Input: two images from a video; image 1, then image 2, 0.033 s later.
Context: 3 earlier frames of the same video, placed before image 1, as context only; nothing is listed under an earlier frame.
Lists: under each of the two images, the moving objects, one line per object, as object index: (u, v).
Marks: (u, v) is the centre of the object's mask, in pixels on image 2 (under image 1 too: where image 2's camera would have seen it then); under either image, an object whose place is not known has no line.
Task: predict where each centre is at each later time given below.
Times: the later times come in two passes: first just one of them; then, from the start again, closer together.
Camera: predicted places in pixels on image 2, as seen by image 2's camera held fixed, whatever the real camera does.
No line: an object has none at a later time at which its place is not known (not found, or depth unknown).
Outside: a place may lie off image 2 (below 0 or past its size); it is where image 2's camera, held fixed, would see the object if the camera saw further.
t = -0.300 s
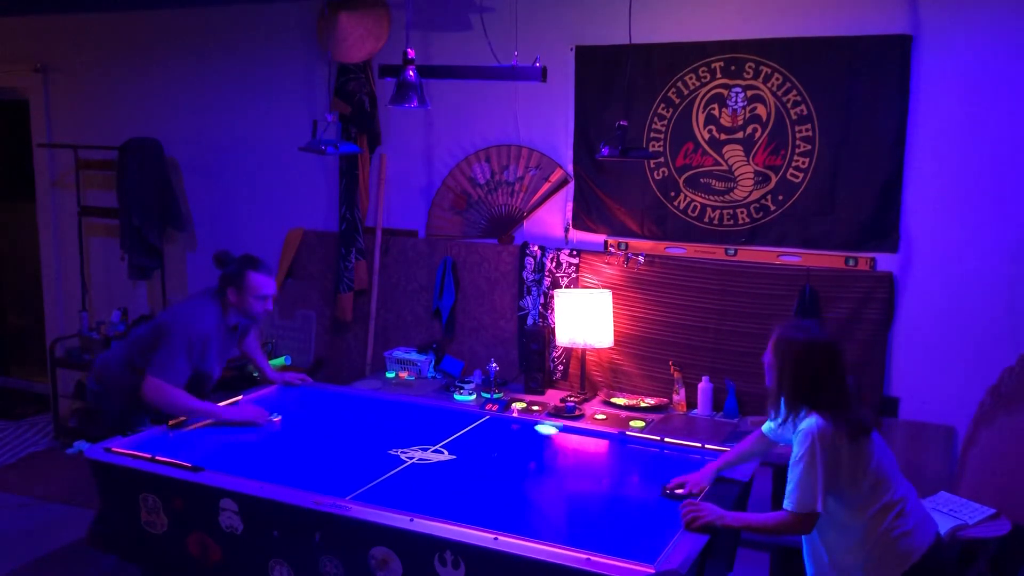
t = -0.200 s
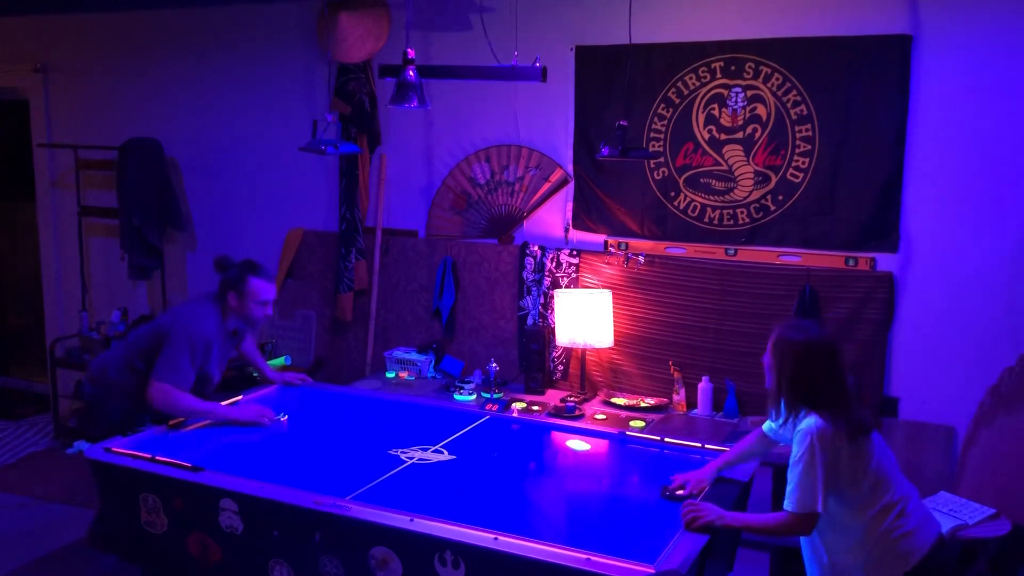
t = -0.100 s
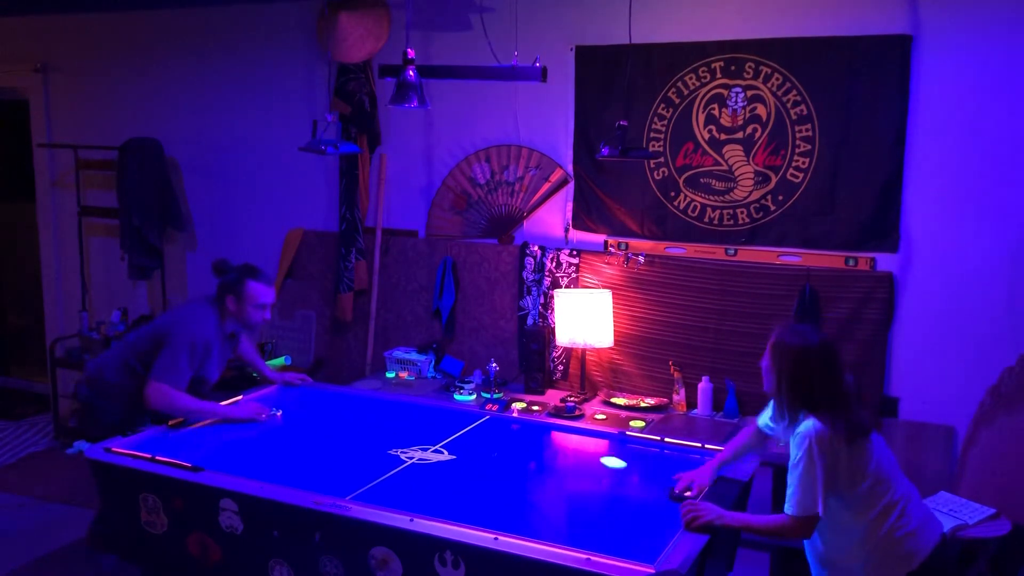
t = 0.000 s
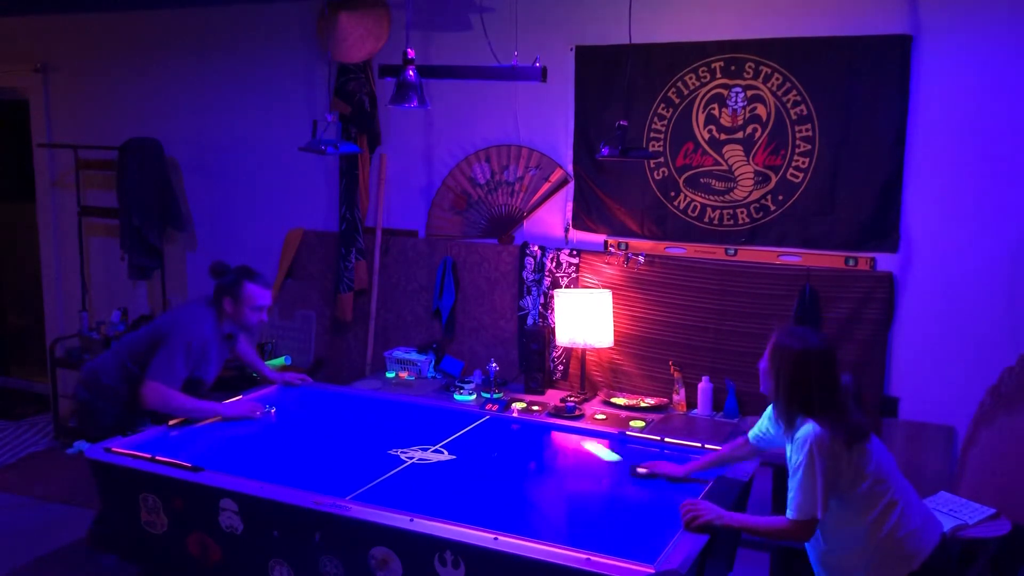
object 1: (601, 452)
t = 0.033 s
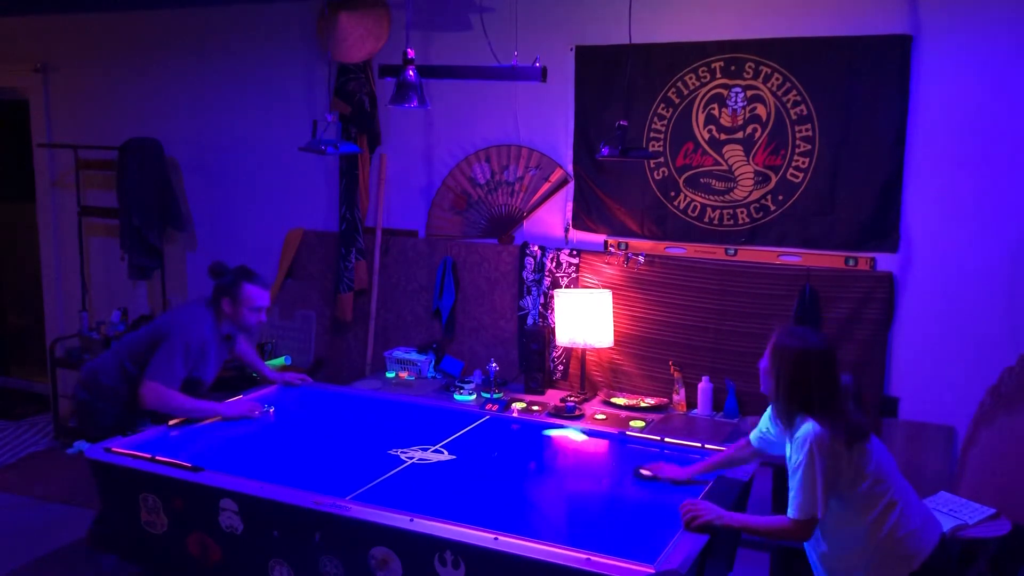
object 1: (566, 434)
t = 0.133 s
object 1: (399, 442)
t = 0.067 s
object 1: (513, 435)
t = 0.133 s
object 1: (399, 442)
